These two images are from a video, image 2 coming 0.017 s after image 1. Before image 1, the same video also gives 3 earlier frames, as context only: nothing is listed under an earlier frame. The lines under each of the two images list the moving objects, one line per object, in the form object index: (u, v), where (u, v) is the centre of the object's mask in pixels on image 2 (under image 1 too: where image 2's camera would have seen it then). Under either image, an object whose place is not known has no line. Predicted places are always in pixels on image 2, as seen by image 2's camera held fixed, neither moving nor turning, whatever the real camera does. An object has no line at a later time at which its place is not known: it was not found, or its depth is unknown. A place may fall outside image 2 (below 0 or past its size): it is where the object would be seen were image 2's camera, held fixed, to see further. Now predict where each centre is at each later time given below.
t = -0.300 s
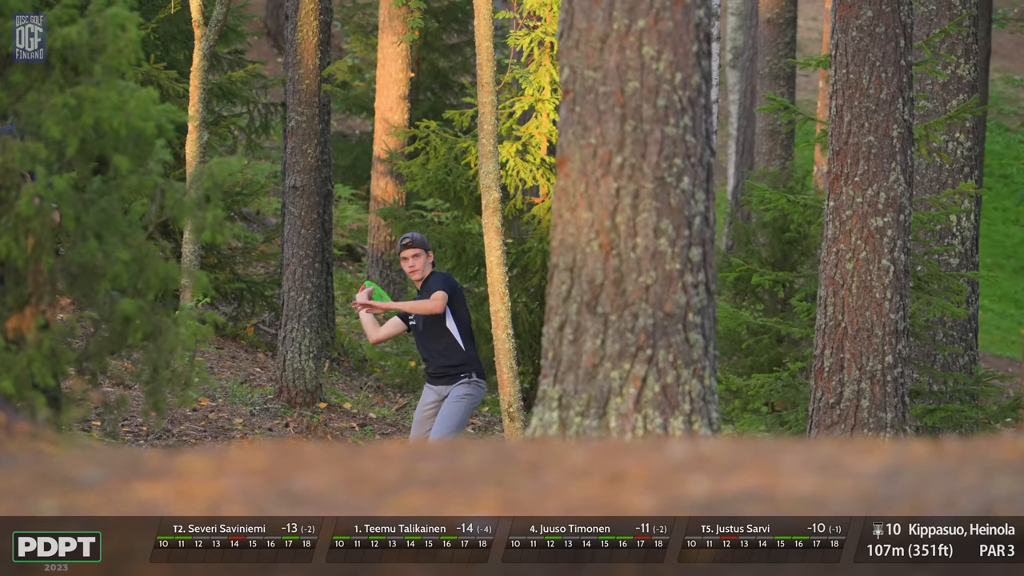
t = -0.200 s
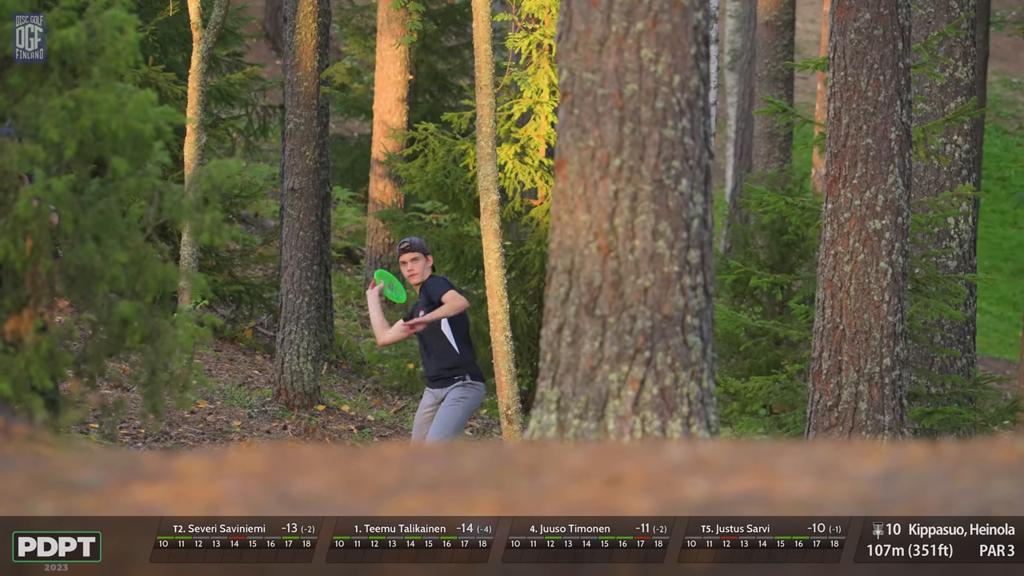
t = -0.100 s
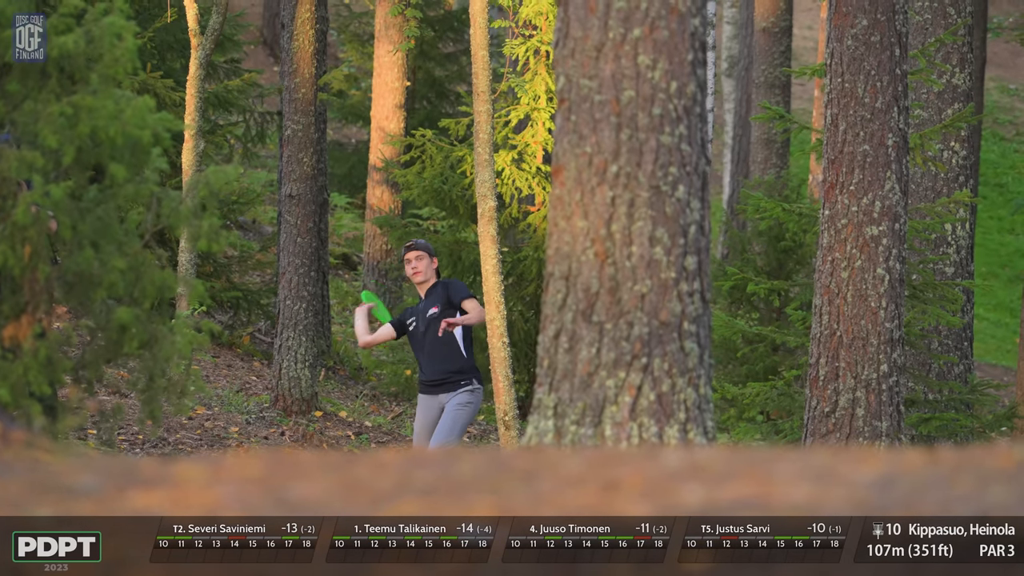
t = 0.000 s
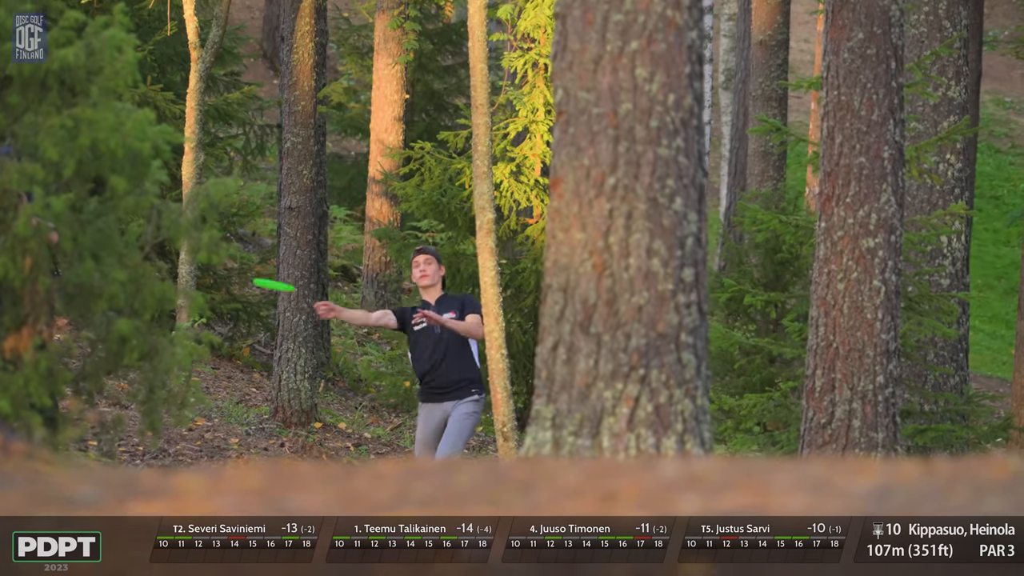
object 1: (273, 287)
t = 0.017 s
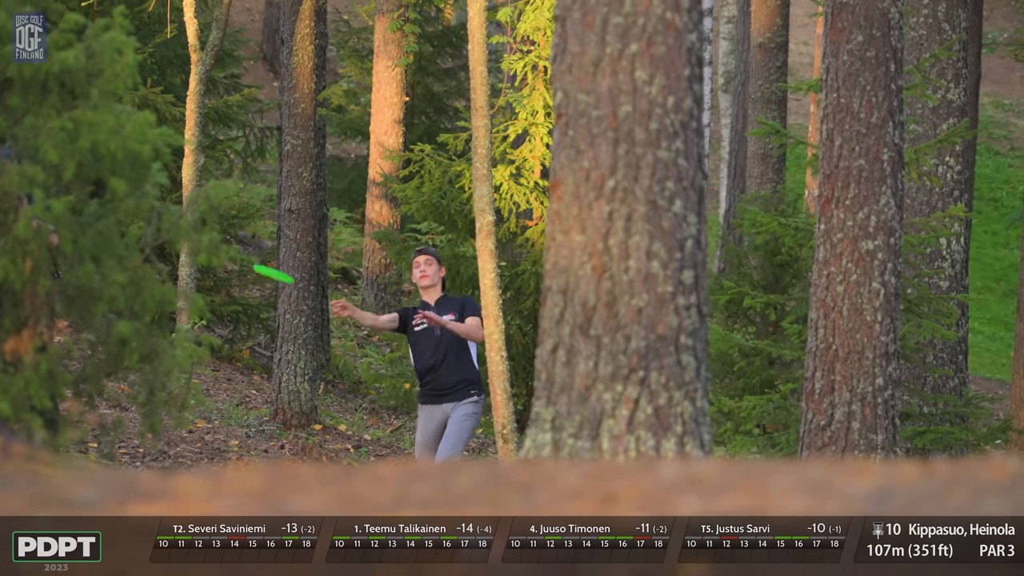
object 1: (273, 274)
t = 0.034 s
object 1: (273, 262)
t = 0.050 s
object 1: (271, 250)
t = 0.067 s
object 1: (272, 239)
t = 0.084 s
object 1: (271, 230)
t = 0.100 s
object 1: (271, 221)
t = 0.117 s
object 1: (271, 212)
